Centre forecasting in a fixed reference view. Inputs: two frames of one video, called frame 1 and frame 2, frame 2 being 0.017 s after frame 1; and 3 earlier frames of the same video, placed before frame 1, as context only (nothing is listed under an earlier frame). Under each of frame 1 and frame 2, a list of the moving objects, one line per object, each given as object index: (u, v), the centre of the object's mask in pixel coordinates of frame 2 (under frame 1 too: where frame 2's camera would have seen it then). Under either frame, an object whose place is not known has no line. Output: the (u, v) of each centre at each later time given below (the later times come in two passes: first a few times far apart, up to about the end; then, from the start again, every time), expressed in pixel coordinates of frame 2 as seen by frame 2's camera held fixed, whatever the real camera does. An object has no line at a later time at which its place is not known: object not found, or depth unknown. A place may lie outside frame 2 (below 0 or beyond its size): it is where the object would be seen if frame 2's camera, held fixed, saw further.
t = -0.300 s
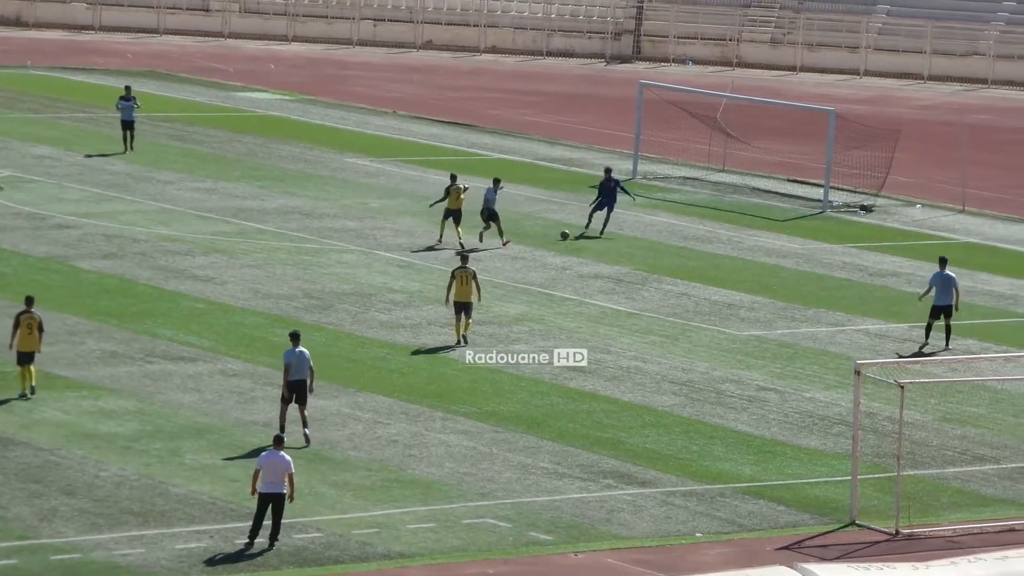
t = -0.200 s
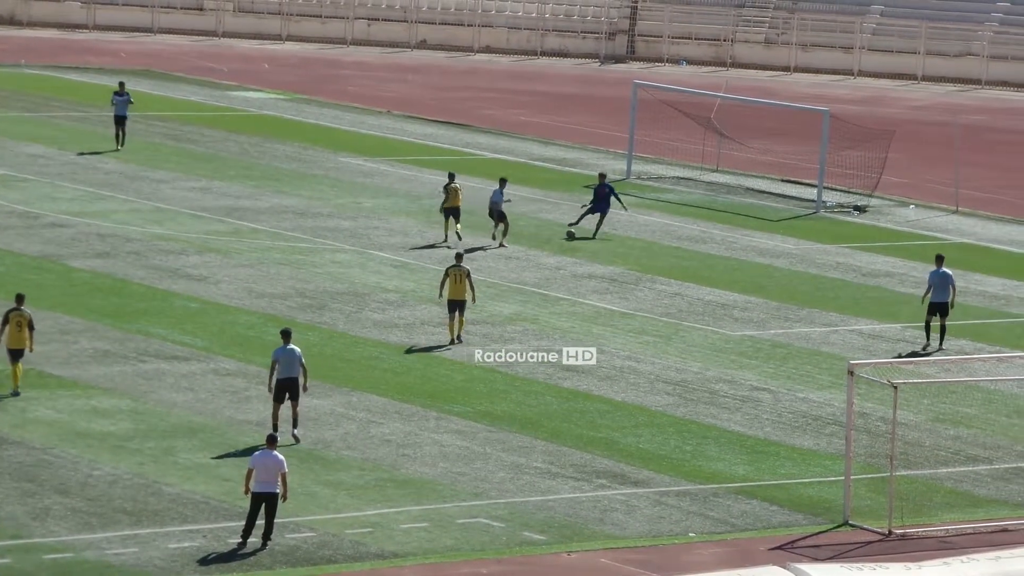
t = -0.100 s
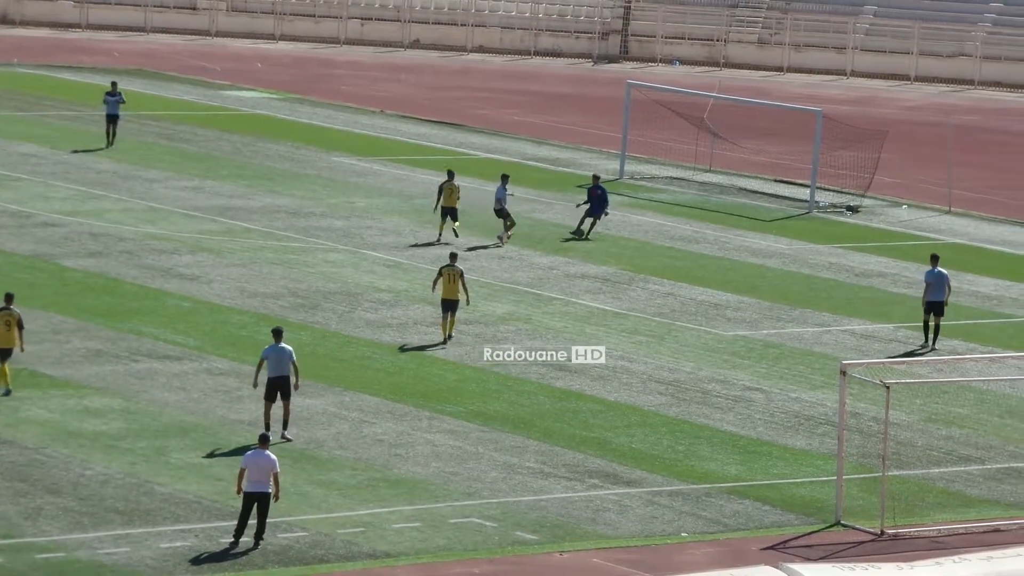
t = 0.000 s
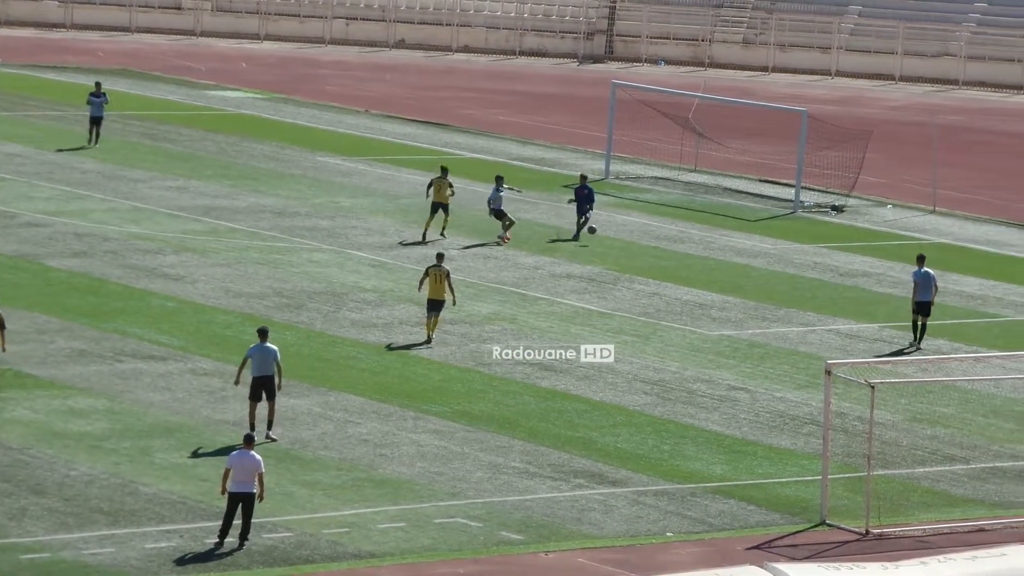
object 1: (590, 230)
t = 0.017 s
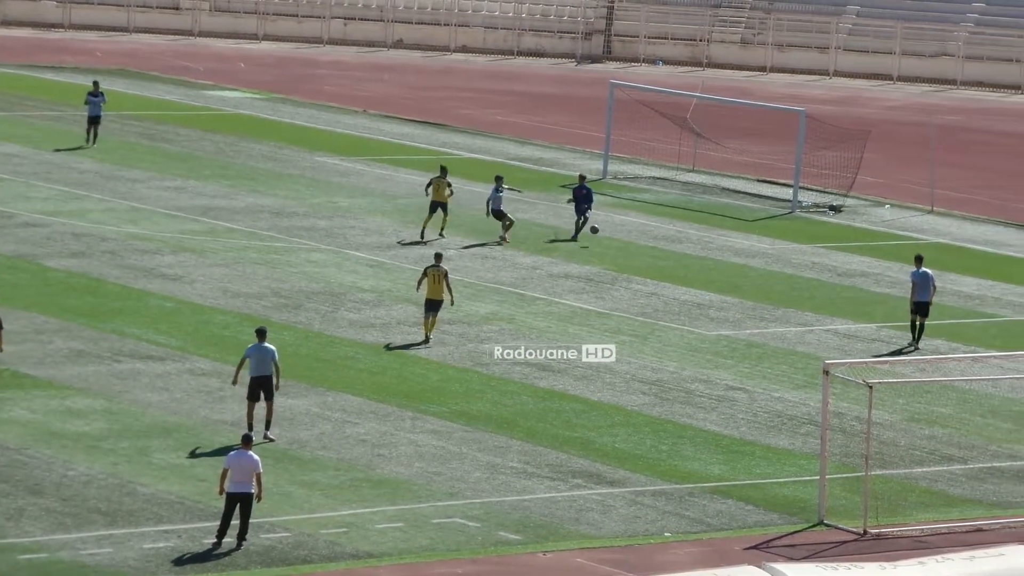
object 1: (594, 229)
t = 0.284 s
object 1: (666, 245)
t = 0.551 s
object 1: (733, 263)
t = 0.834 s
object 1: (799, 285)
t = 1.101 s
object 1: (863, 293)
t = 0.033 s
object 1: (599, 229)
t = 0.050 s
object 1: (603, 230)
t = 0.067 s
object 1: (608, 230)
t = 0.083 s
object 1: (612, 230)
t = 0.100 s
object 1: (617, 231)
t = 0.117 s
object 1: (621, 231)
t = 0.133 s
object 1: (626, 232)
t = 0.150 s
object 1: (630, 233)
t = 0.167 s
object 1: (635, 234)
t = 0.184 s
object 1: (639, 236)
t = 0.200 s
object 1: (644, 237)
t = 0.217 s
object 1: (648, 238)
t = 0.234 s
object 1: (652, 240)
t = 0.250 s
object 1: (657, 241)
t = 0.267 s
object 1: (662, 243)
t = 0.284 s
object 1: (666, 245)
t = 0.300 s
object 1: (670, 248)
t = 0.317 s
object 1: (675, 250)
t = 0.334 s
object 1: (680, 252)
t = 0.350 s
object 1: (684, 254)
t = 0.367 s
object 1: (688, 257)
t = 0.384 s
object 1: (693, 260)
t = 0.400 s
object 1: (697, 263)
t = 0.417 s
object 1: (702, 265)
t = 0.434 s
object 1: (706, 265)
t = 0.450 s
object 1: (710, 264)
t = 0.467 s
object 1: (713, 263)
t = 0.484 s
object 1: (717, 263)
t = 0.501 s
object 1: (721, 263)
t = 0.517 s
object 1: (725, 263)
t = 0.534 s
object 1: (729, 263)
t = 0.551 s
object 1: (733, 263)
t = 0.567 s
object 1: (737, 264)
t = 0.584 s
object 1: (741, 264)
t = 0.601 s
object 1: (745, 264)
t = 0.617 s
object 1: (749, 265)
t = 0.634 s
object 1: (752, 266)
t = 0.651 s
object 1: (756, 267)
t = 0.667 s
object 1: (760, 268)
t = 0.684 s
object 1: (764, 268)
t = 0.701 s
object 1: (768, 270)
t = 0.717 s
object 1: (772, 272)
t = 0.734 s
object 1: (776, 273)
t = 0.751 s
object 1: (779, 275)
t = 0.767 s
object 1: (783, 277)
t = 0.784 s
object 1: (787, 279)
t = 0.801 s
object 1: (791, 281)
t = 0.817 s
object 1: (795, 284)
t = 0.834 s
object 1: (799, 285)
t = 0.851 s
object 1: (802, 285)
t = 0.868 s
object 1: (807, 285)
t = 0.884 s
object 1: (811, 284)
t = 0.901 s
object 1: (815, 284)
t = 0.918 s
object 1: (818, 284)
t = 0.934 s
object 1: (823, 284)
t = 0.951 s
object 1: (827, 285)
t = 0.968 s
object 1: (831, 285)
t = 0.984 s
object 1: (835, 285)
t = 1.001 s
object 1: (839, 286)
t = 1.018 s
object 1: (843, 287)
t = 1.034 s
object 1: (847, 288)
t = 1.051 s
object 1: (851, 289)
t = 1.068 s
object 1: (855, 290)
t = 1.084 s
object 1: (859, 291)
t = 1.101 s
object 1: (863, 293)
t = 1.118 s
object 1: (867, 295)
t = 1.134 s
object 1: (871, 296)
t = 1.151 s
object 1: (875, 298)
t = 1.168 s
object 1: (879, 300)
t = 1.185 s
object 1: (883, 302)
